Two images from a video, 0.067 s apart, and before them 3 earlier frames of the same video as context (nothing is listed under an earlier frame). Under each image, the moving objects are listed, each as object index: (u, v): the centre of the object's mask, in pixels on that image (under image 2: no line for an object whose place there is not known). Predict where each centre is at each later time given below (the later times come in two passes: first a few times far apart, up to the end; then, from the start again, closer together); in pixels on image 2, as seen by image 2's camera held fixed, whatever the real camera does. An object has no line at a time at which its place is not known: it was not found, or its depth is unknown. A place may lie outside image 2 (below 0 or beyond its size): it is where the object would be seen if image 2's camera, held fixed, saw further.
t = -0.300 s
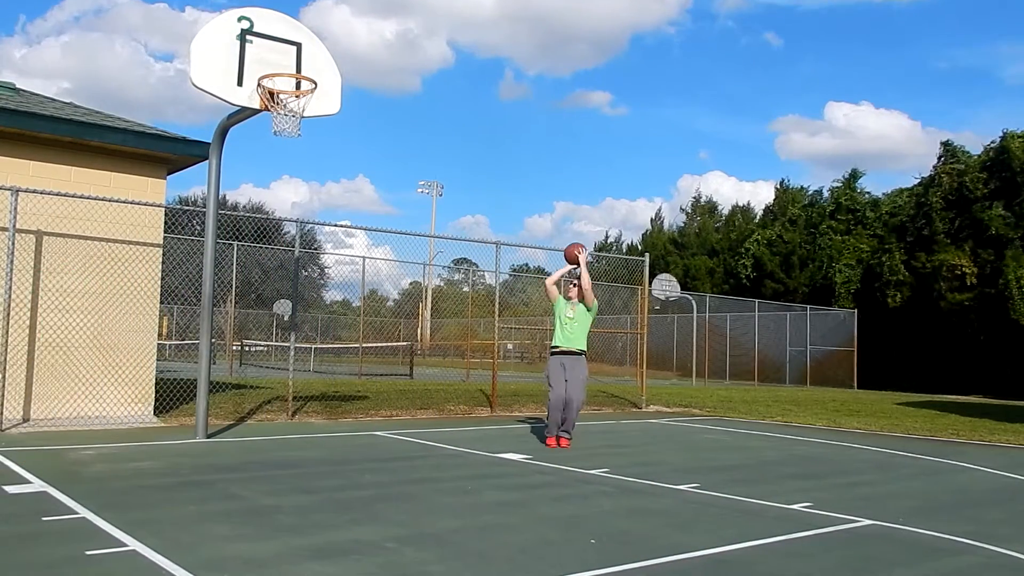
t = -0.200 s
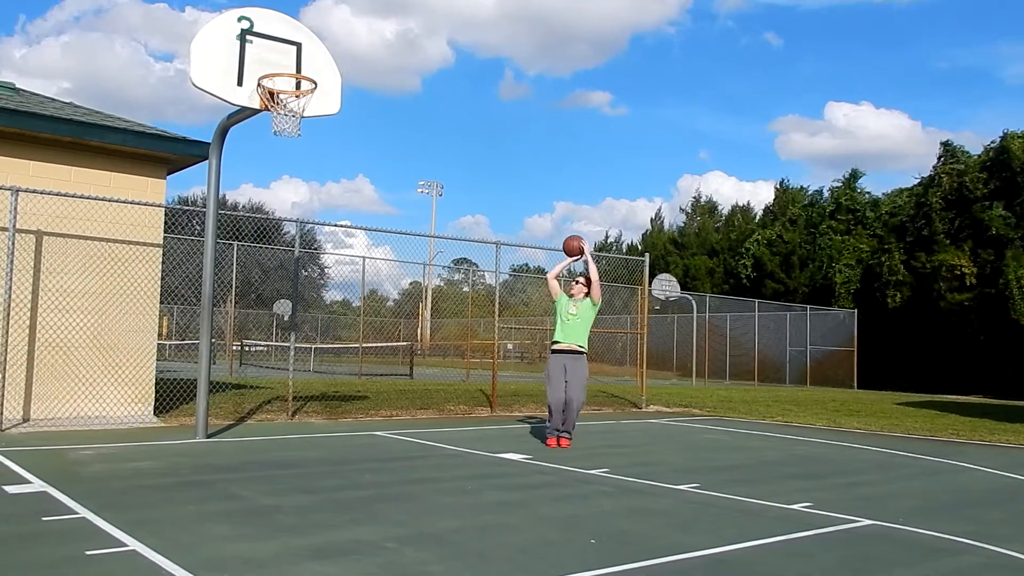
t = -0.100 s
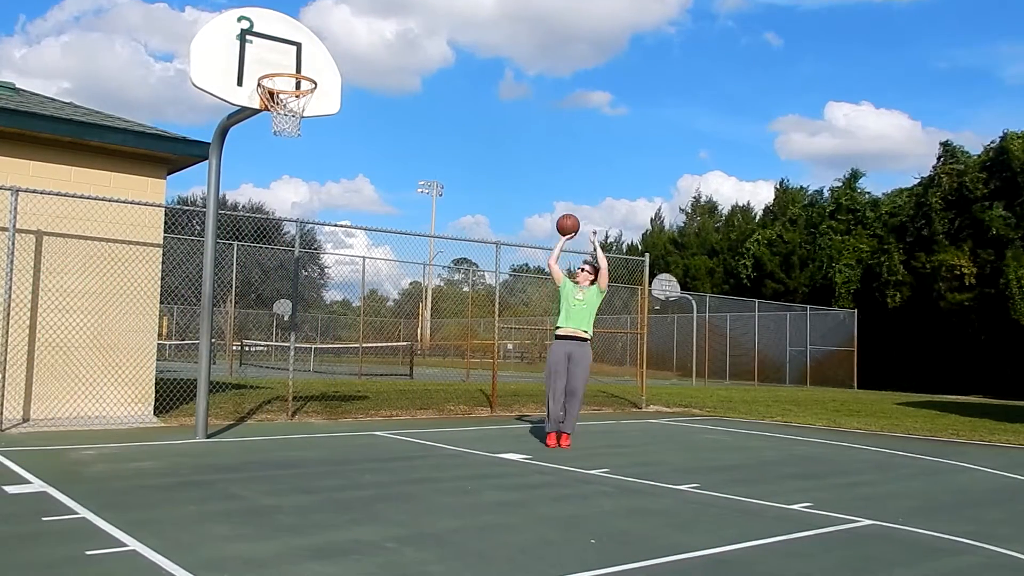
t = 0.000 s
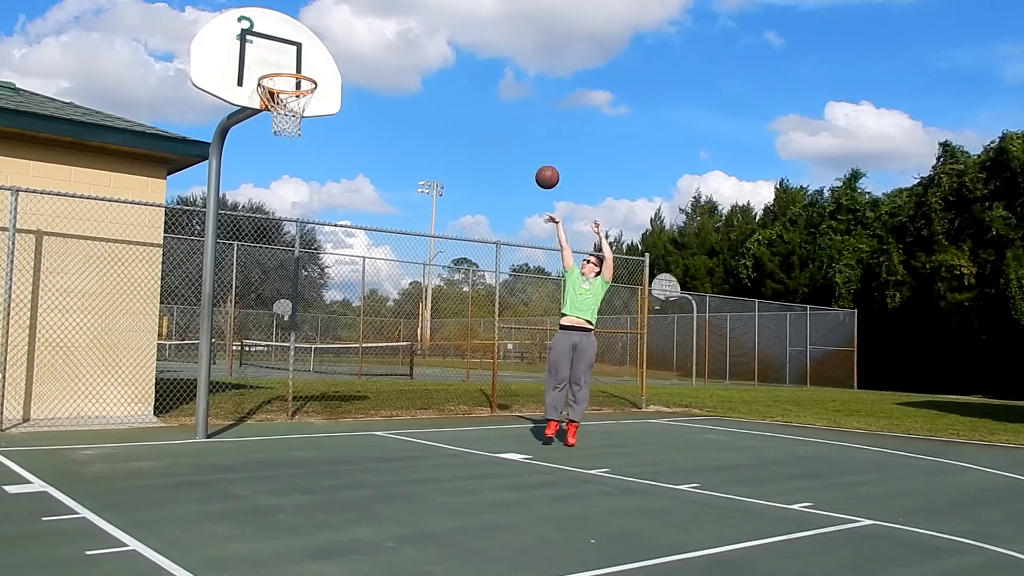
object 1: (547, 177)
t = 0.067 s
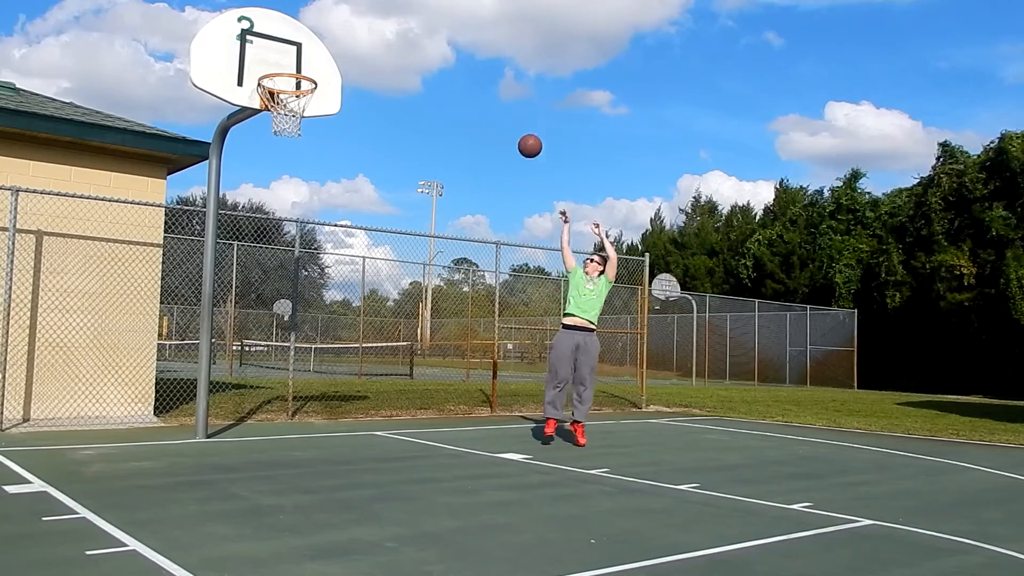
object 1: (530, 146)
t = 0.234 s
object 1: (485, 85)
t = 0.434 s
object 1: (426, 44)
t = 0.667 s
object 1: (349, 48)
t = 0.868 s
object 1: (274, 99)
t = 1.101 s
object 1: (262, 124)
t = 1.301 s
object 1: (260, 188)
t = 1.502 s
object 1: (256, 301)
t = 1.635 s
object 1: (251, 405)
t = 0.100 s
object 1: (521, 132)
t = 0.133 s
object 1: (512, 118)
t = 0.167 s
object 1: (503, 106)
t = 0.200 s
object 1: (494, 95)
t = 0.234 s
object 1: (485, 85)
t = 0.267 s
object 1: (476, 75)
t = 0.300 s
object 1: (466, 67)
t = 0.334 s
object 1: (456, 60)
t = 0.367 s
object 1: (446, 54)
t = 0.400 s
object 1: (436, 48)
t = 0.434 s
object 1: (426, 44)
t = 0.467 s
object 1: (416, 41)
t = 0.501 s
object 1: (405, 39)
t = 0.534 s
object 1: (394, 39)
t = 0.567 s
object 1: (383, 39)
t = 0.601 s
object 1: (372, 41)
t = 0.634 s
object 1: (361, 44)
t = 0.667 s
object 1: (349, 48)
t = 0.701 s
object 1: (338, 53)
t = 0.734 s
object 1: (326, 60)
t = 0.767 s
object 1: (313, 67)
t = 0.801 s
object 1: (301, 79)
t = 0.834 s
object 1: (287, 89)
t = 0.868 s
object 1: (274, 99)
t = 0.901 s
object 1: (265, 106)
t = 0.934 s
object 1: (264, 115)
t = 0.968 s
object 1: (262, 112)
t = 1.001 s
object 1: (262, 112)
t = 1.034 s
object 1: (262, 114)
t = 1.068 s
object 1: (262, 118)
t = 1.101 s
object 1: (262, 124)
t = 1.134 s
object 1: (262, 132)
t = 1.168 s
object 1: (262, 141)
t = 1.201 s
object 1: (262, 151)
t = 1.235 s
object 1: (261, 162)
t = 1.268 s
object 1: (261, 174)
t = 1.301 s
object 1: (260, 188)
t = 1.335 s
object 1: (260, 204)
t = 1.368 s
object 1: (259, 220)
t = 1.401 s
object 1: (259, 238)
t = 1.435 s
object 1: (258, 258)
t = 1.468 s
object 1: (257, 278)
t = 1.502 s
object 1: (256, 301)
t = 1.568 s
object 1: (254, 350)
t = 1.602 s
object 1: (253, 377)
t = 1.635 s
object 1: (251, 405)
